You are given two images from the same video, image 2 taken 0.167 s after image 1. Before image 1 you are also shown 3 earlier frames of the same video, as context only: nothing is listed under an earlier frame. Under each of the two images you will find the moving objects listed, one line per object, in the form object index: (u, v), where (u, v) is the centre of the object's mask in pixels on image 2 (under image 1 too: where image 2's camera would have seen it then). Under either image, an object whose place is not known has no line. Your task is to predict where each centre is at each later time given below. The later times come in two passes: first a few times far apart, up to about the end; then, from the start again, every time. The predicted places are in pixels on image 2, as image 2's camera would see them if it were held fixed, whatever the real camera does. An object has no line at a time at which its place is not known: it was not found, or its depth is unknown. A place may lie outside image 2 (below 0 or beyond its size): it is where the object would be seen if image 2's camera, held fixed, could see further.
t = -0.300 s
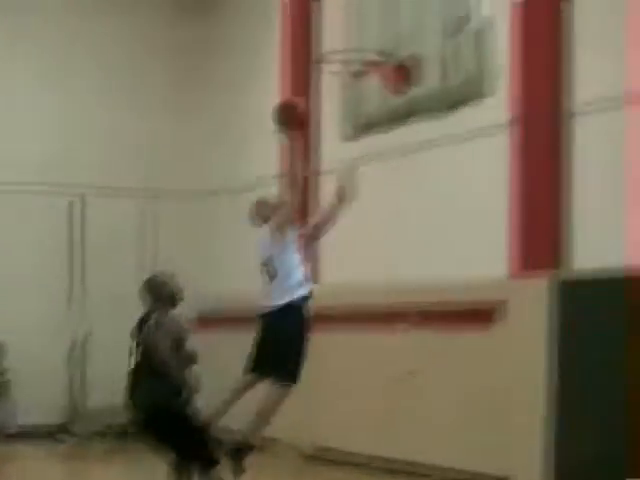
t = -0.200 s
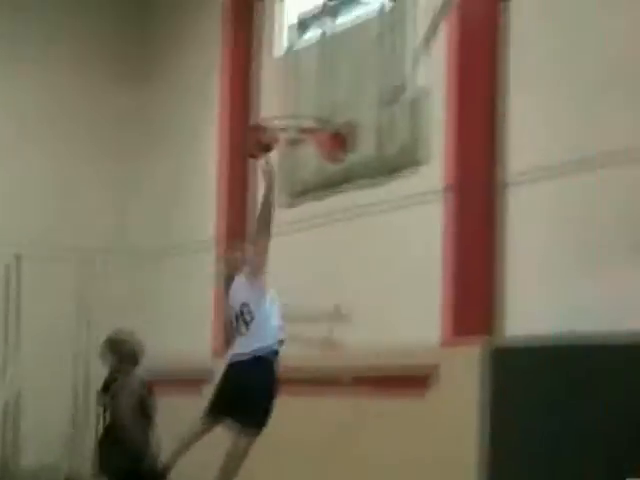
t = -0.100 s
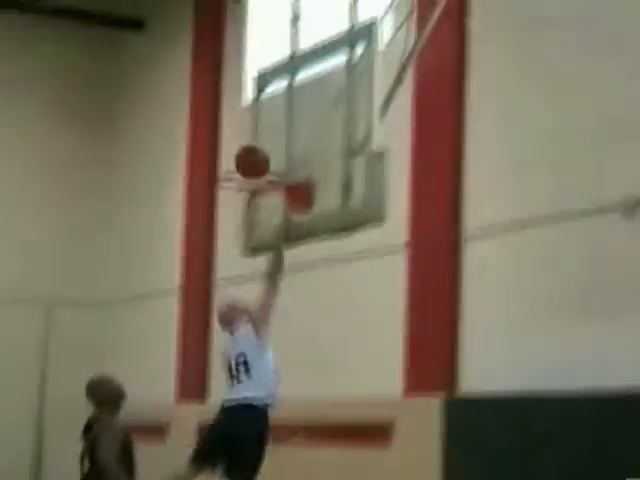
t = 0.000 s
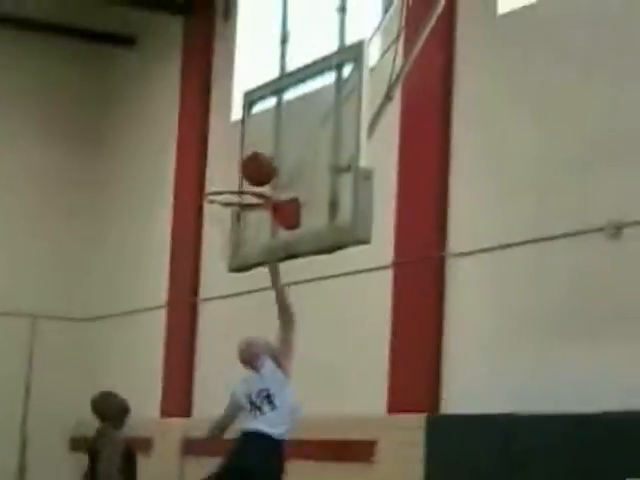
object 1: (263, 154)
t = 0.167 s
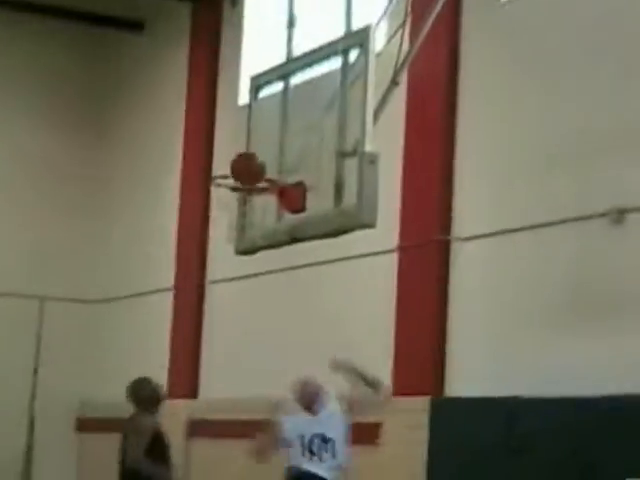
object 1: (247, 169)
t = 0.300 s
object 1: (230, 209)
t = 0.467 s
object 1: (223, 236)
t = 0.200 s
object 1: (243, 179)
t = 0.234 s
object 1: (239, 188)
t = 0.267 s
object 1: (234, 200)
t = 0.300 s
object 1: (230, 209)
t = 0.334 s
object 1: (228, 214)
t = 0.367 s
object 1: (226, 217)
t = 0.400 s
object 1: (225, 222)
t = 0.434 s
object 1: (224, 229)
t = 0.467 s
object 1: (223, 236)
